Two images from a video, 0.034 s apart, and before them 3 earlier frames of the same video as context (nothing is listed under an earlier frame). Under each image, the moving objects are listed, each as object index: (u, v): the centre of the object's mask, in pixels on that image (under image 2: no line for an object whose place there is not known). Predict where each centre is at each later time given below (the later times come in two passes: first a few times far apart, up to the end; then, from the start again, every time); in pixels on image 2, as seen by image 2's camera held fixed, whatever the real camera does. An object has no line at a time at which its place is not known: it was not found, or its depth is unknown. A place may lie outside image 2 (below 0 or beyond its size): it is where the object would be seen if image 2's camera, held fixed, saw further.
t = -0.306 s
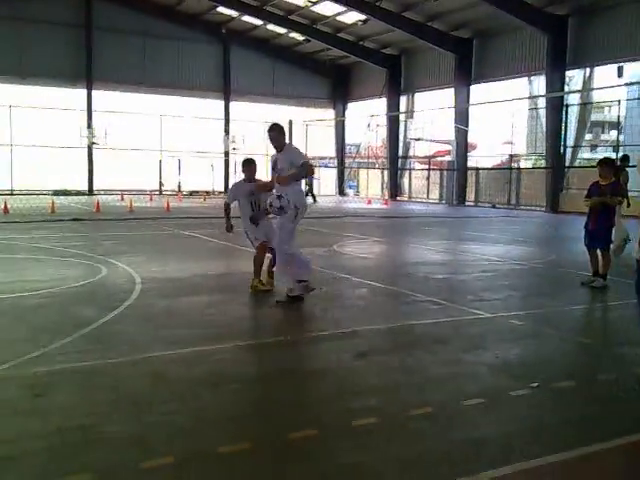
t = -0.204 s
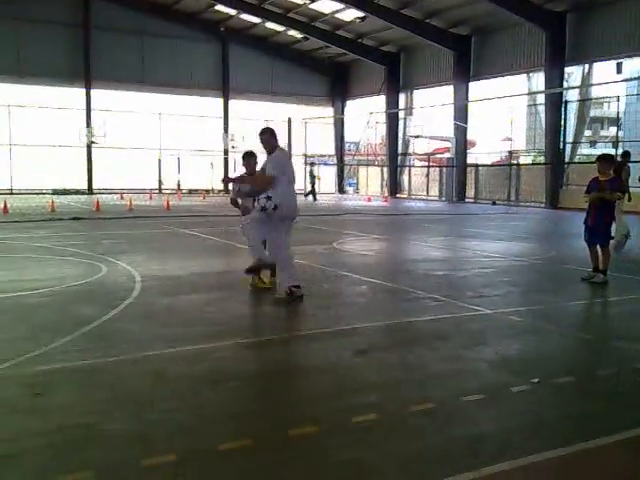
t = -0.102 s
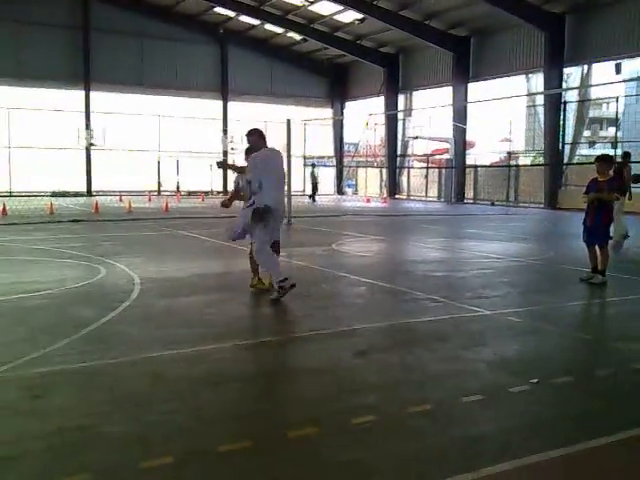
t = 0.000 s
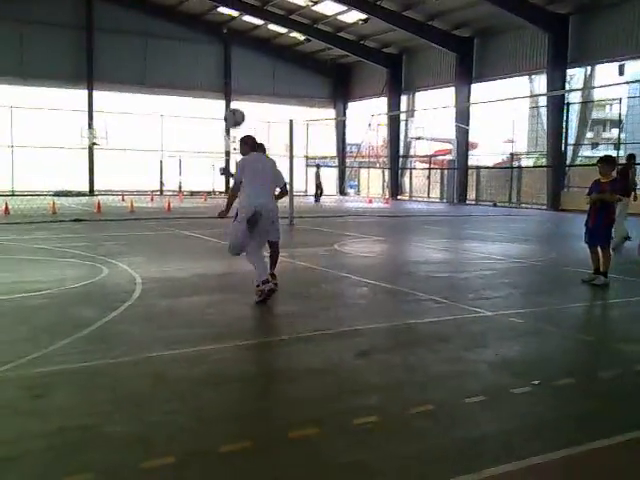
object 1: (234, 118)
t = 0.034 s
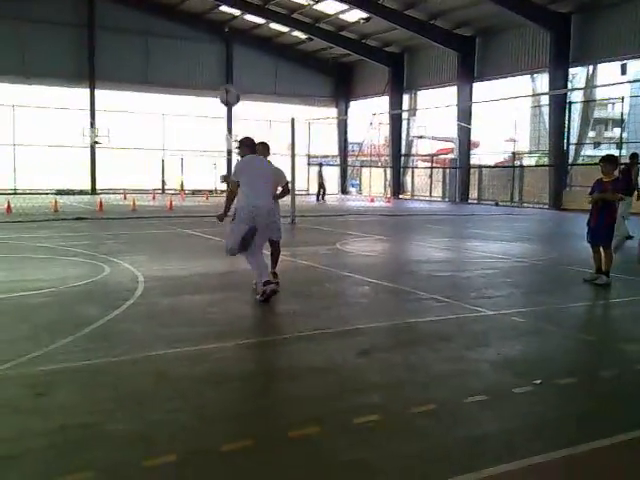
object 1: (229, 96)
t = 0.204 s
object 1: (199, 28)
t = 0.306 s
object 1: (184, 6)
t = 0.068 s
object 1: (221, 79)
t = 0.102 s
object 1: (217, 64)
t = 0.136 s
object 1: (211, 51)
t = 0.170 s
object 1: (205, 39)
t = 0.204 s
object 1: (199, 28)
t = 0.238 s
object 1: (194, 20)
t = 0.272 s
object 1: (189, 12)
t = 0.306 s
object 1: (184, 6)
